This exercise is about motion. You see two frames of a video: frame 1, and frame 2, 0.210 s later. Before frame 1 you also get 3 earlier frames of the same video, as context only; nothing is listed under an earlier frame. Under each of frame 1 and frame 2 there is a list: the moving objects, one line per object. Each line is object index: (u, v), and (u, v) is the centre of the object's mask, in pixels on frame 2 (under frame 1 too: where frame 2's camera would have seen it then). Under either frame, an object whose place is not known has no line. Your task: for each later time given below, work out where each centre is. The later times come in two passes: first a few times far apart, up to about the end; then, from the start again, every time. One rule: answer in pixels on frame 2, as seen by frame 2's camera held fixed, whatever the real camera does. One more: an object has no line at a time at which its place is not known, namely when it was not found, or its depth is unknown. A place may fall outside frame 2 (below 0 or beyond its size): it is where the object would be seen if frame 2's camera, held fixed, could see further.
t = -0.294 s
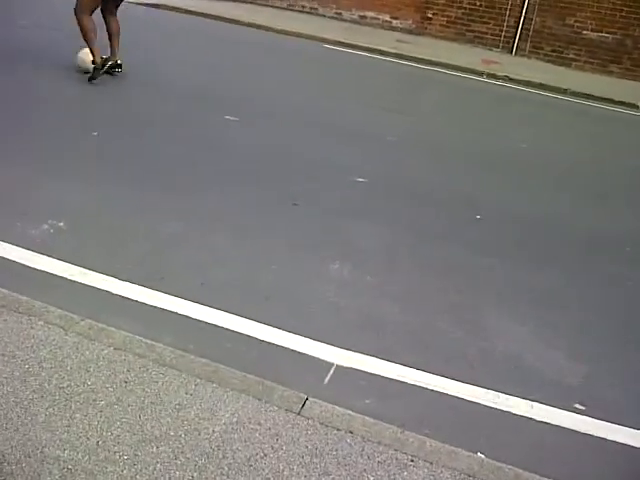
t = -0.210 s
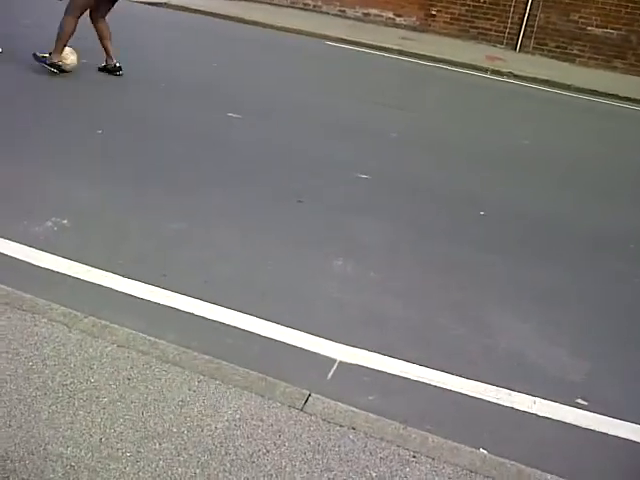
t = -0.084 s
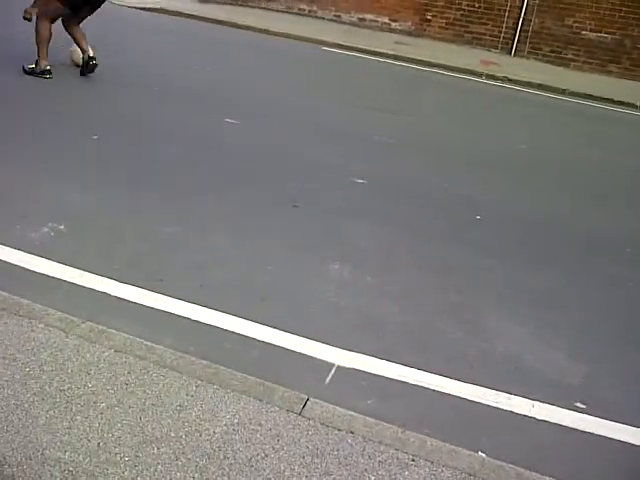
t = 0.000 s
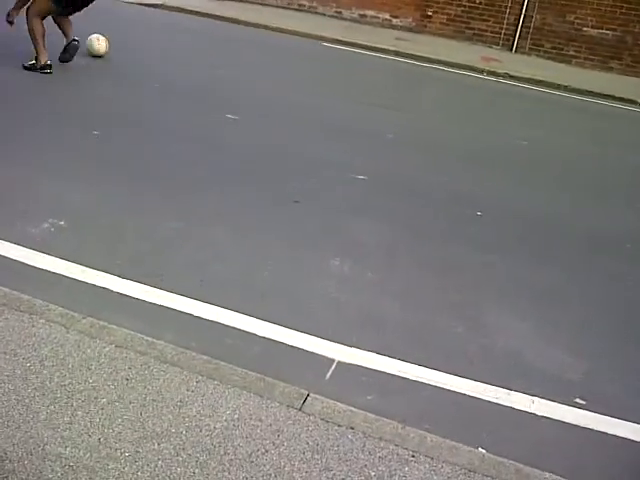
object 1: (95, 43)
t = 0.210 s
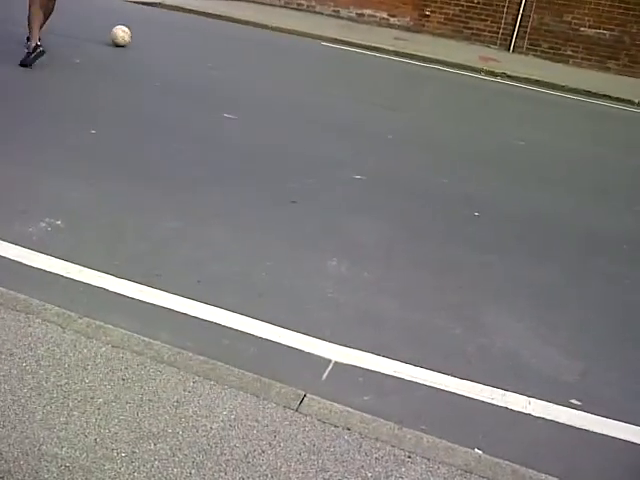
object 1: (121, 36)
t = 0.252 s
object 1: (124, 33)
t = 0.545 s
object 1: (151, 26)
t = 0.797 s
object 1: (170, 22)
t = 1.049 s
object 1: (187, 18)
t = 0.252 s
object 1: (124, 33)
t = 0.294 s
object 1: (129, 32)
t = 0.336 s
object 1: (133, 31)
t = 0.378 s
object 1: (136, 30)
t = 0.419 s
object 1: (140, 29)
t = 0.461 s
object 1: (144, 28)
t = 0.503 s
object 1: (147, 27)
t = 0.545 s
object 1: (151, 26)
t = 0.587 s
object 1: (155, 25)
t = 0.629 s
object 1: (158, 24)
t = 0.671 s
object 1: (162, 24)
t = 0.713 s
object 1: (165, 23)
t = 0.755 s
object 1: (167, 22)
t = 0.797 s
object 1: (170, 22)
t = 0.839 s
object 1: (174, 21)
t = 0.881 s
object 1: (177, 20)
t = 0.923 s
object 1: (179, 19)
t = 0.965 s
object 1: (183, 19)
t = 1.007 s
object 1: (185, 18)
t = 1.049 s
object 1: (187, 18)
